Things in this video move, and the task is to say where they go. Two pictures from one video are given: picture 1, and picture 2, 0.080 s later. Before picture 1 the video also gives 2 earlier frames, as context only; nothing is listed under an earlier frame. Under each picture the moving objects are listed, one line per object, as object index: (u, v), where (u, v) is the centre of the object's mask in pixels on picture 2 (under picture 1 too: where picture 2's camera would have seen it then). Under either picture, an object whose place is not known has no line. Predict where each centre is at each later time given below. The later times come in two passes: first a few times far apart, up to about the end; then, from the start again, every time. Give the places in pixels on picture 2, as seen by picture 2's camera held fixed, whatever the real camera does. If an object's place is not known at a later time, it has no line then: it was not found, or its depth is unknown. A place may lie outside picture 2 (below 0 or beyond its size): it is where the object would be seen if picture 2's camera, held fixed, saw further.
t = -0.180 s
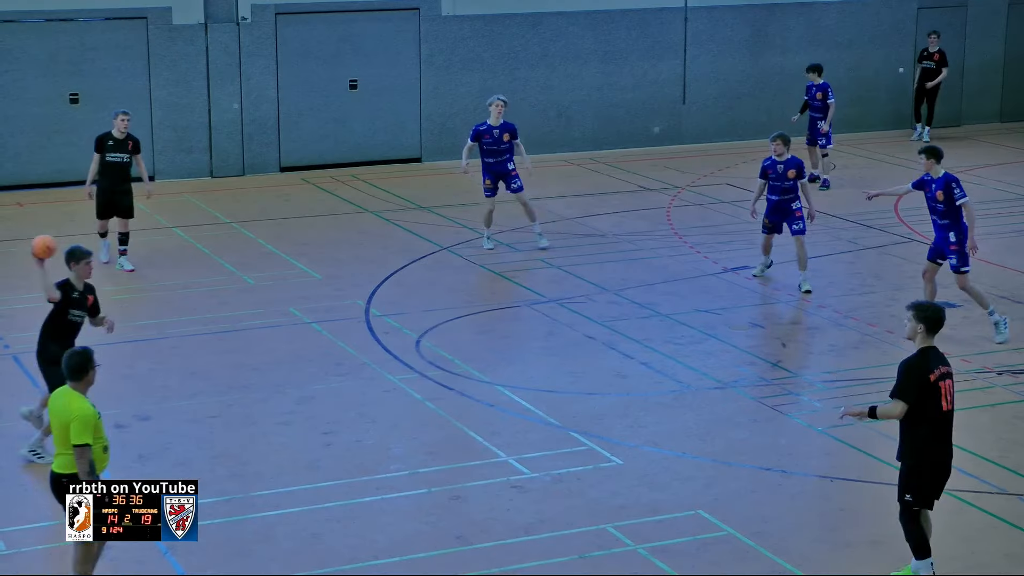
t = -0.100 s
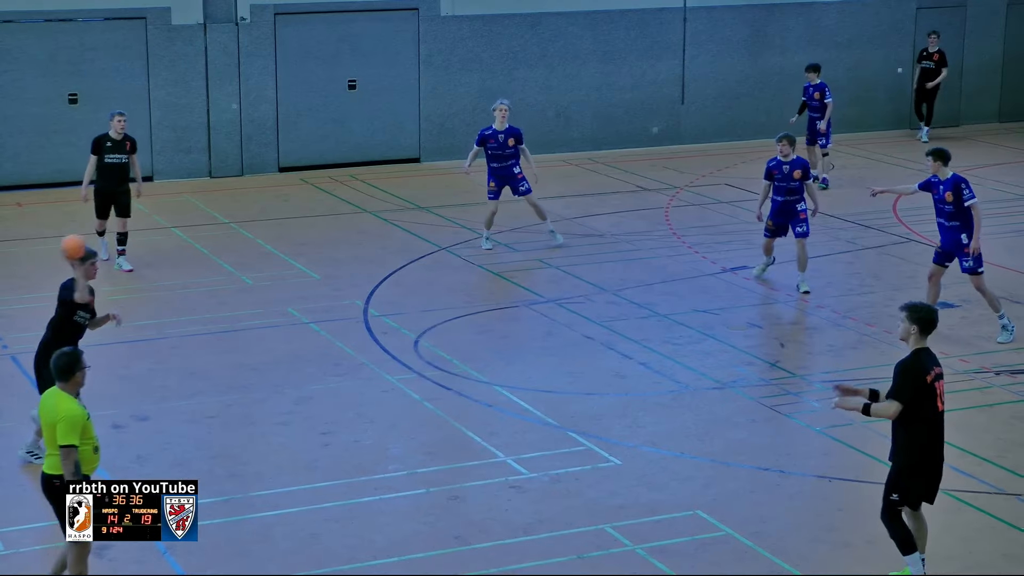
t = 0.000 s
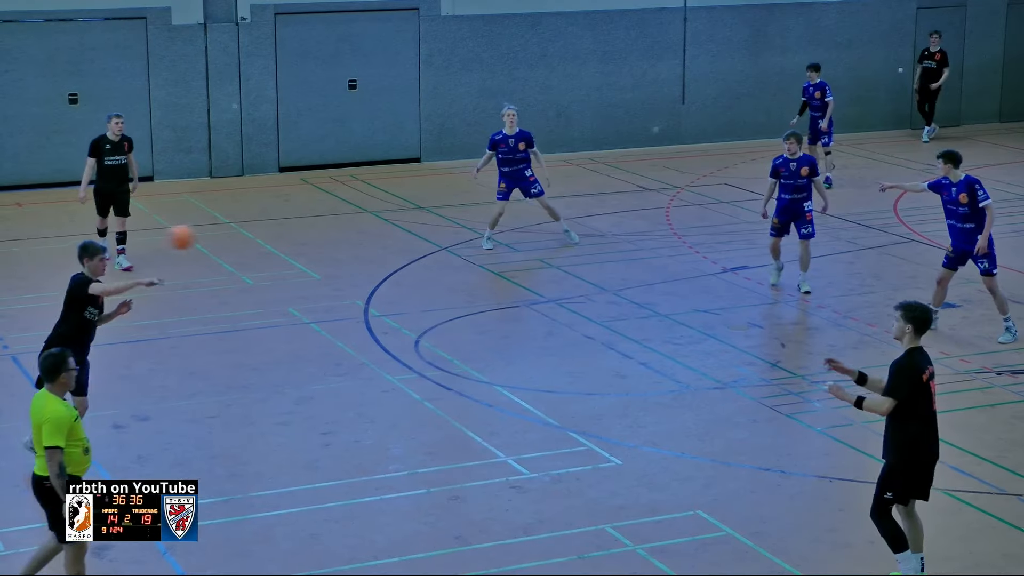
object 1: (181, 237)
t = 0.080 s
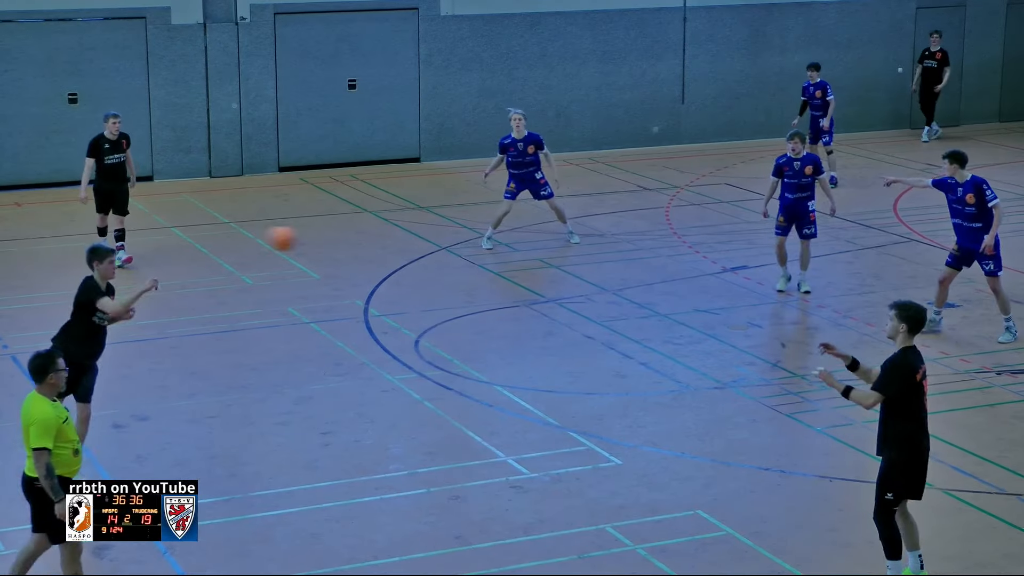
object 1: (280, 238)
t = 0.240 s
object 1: (490, 266)
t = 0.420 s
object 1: (731, 336)
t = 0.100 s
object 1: (307, 240)
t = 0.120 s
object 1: (333, 242)
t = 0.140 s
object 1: (358, 245)
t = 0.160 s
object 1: (384, 248)
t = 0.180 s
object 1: (409, 251)
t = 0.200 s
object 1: (437, 256)
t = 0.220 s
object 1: (464, 261)
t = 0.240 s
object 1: (490, 266)
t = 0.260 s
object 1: (515, 271)
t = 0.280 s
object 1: (542, 278)
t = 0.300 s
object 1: (569, 285)
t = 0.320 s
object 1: (596, 292)
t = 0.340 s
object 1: (622, 300)
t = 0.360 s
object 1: (649, 308)
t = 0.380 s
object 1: (676, 317)
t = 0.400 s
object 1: (704, 326)
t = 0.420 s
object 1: (731, 336)
